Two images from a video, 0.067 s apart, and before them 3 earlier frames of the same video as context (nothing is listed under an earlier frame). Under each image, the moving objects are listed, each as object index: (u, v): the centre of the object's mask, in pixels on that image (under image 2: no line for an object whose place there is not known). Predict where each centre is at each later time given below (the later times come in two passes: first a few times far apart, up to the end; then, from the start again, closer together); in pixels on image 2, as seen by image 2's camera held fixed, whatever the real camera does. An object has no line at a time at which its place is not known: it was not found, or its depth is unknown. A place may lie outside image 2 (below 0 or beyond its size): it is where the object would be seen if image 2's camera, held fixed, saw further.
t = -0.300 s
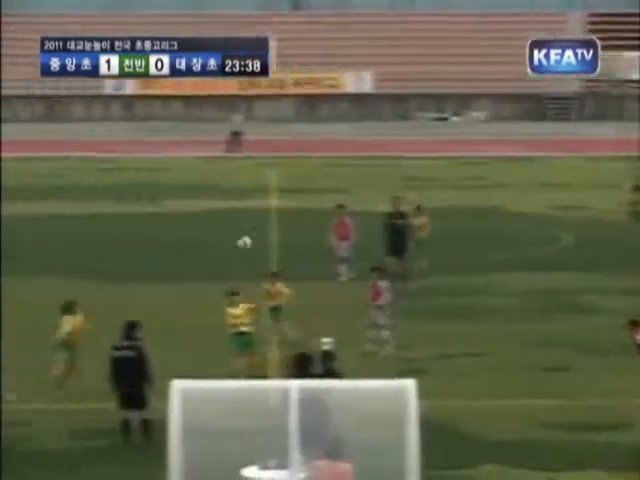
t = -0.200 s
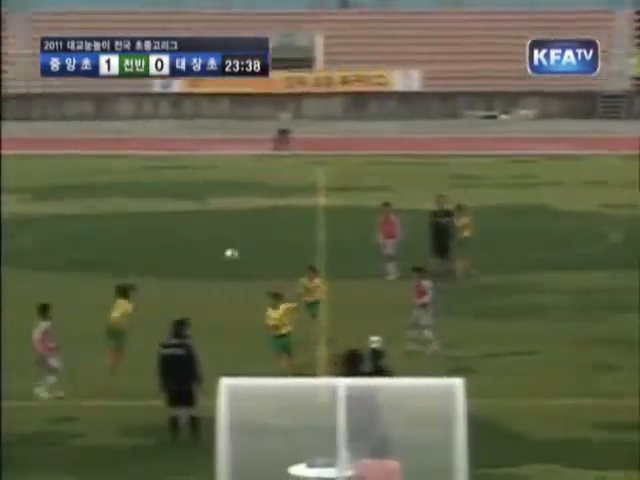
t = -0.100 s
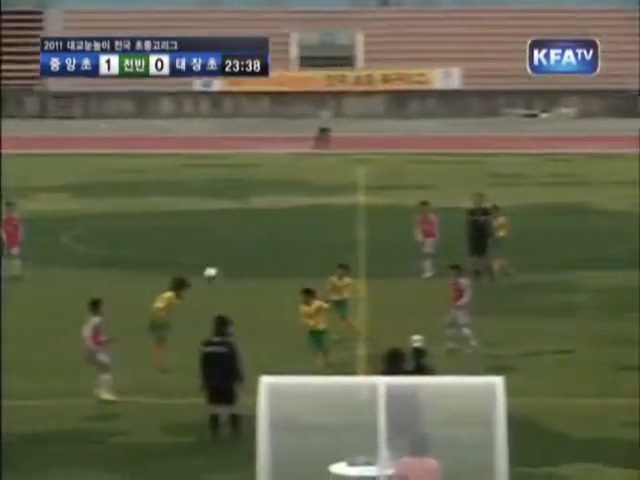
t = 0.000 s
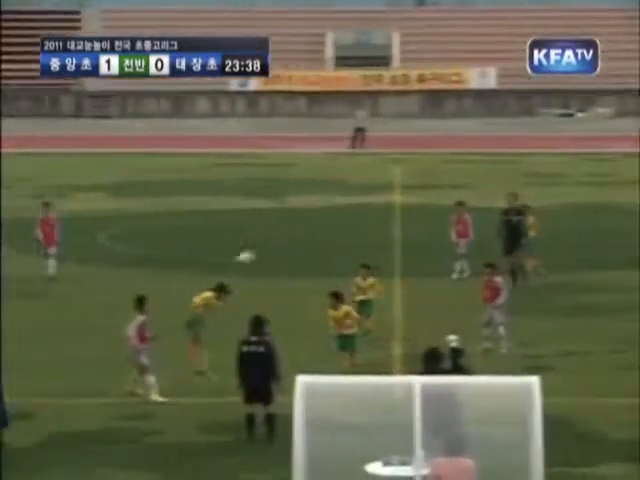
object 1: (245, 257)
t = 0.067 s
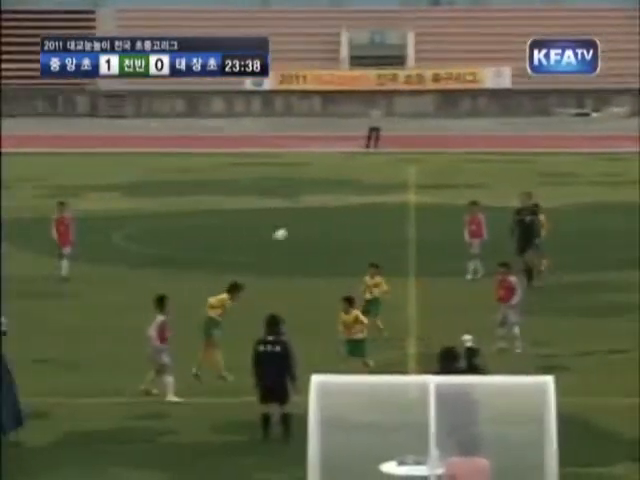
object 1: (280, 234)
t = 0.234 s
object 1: (334, 194)
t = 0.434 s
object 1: (397, 168)
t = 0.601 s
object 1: (444, 166)
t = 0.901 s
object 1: (529, 209)
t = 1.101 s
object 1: (586, 271)
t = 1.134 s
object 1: (596, 284)
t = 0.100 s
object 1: (293, 224)
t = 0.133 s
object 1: (302, 216)
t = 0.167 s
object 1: (312, 207)
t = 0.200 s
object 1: (324, 200)
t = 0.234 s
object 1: (334, 194)
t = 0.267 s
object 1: (345, 187)
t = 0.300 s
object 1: (357, 181)
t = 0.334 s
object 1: (366, 176)
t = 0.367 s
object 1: (377, 173)
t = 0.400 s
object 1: (387, 169)
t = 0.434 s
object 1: (397, 168)
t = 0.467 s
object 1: (407, 165)
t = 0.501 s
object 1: (416, 166)
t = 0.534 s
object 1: (426, 166)
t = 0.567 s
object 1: (434, 166)
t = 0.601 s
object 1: (444, 166)
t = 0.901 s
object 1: (529, 209)
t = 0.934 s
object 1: (539, 218)
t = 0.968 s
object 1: (548, 227)
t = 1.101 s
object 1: (586, 271)
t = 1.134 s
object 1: (596, 284)
